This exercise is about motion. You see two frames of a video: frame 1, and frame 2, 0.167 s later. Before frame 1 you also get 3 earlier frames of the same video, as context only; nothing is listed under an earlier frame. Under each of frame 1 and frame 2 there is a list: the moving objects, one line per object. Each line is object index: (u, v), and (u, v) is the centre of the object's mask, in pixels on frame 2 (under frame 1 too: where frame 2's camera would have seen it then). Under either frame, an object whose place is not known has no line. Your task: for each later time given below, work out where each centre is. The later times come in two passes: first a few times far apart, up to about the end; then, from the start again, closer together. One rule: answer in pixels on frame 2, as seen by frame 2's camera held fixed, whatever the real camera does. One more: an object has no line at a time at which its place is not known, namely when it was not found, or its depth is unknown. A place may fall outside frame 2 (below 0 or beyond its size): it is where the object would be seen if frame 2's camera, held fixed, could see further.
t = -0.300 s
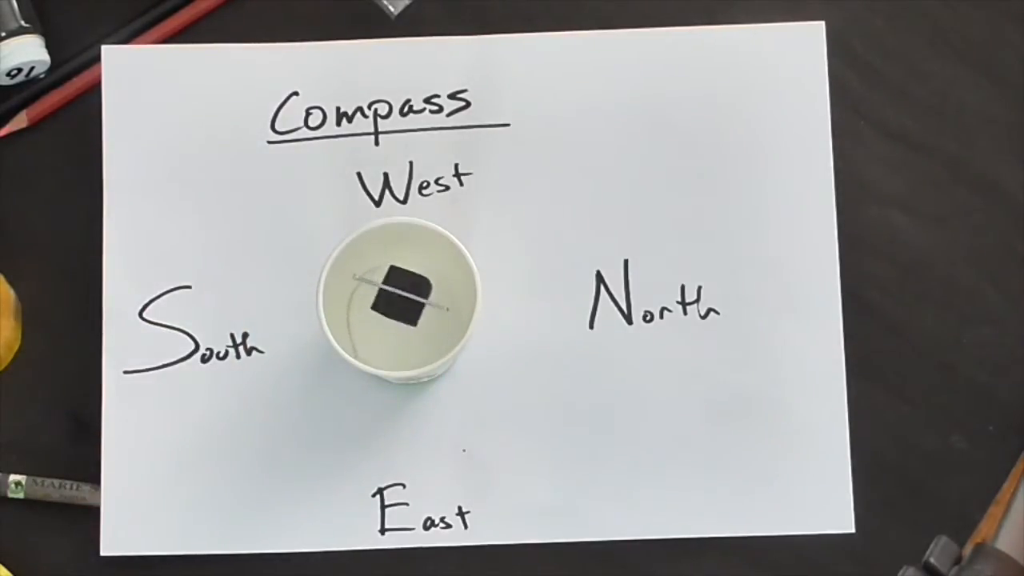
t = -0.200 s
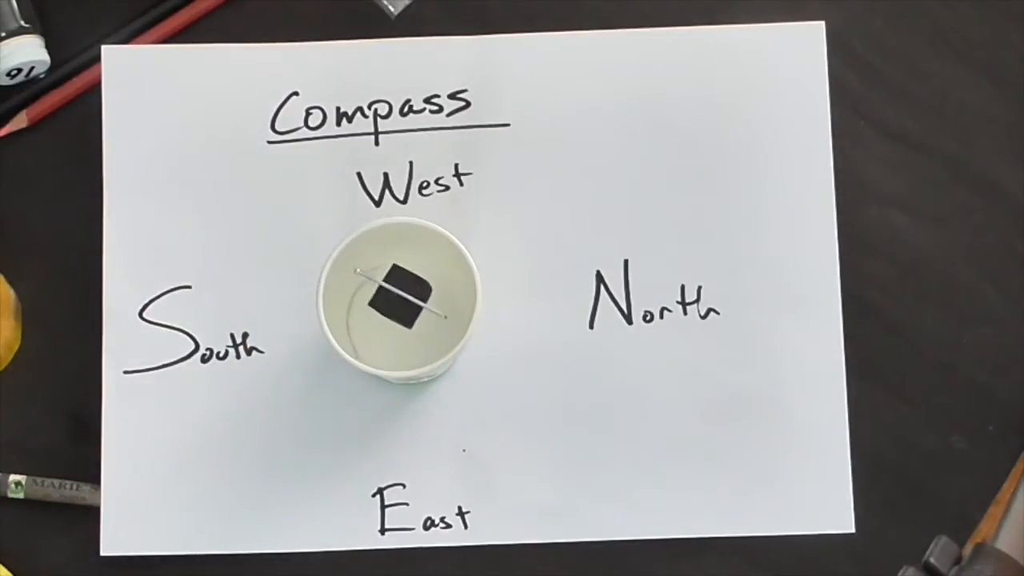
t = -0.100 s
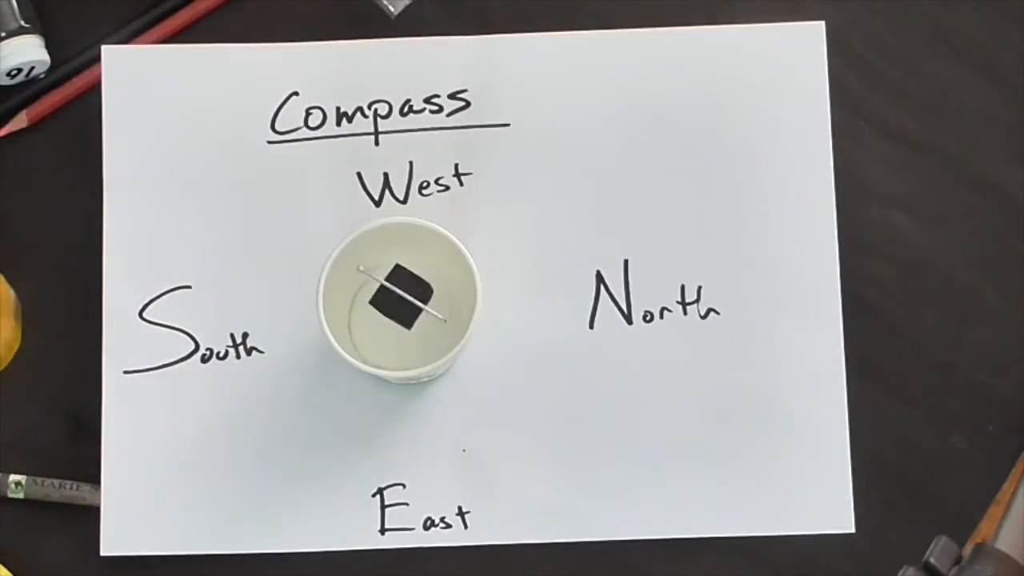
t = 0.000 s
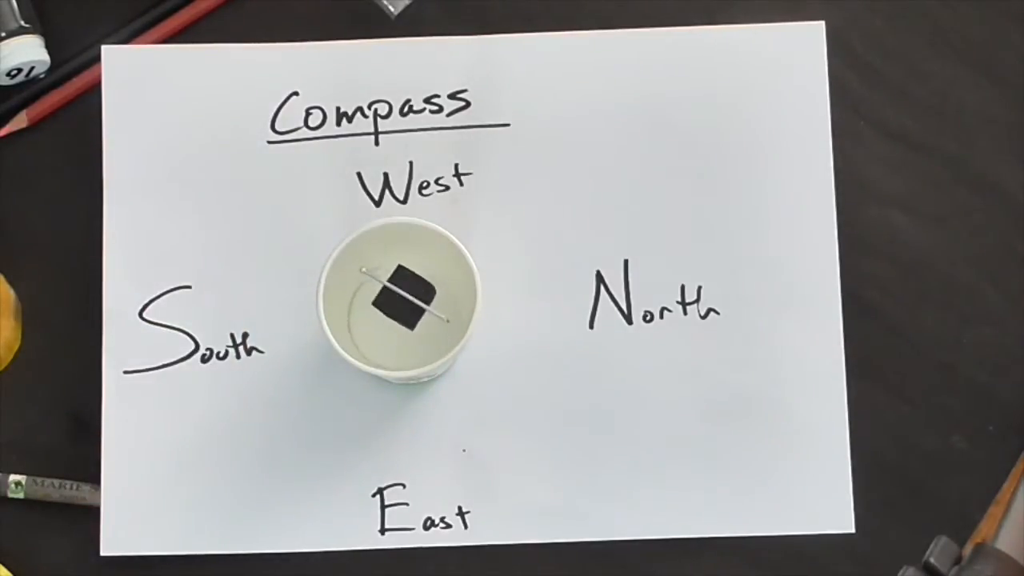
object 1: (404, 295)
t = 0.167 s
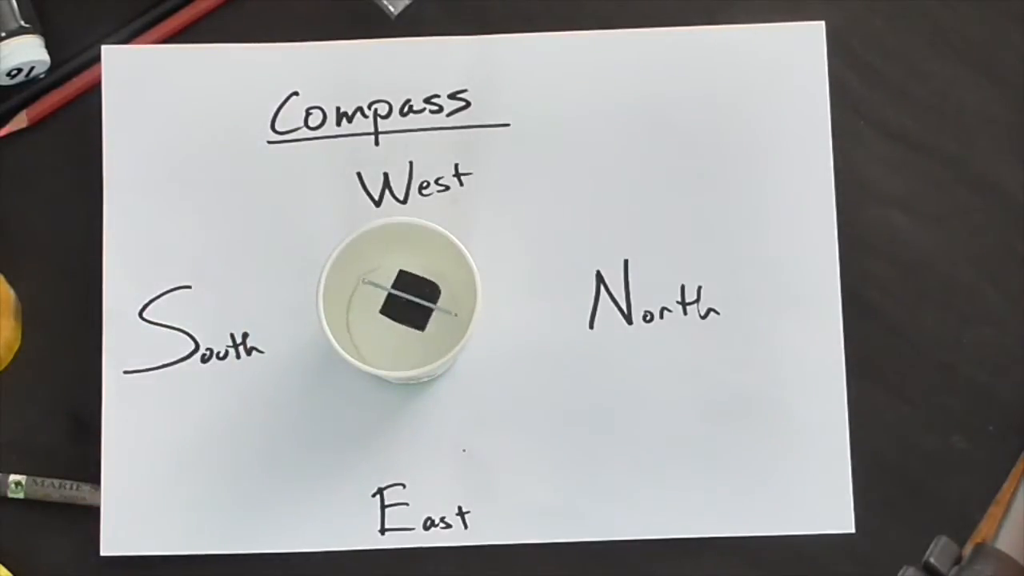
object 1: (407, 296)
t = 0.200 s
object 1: (408, 296)
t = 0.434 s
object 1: (411, 296)
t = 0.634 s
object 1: (411, 297)
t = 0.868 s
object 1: (413, 295)
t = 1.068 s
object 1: (412, 295)
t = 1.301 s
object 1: (413, 294)
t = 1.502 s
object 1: (415, 293)
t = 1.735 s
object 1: (416, 294)
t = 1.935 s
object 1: (418, 295)
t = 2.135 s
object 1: (420, 295)
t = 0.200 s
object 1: (408, 296)
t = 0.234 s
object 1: (403, 295)
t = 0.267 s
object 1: (406, 297)
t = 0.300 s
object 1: (409, 297)
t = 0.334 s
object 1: (408, 295)
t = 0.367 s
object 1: (407, 296)
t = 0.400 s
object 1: (409, 297)
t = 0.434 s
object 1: (411, 296)
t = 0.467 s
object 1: (409, 296)
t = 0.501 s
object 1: (407, 297)
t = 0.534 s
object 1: (411, 296)
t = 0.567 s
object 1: (409, 295)
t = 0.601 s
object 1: (409, 295)
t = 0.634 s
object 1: (411, 297)
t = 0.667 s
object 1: (411, 295)
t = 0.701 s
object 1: (410, 294)
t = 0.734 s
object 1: (412, 295)
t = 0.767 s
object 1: (413, 294)
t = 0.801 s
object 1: (412, 294)
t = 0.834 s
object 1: (411, 295)
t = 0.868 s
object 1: (413, 295)
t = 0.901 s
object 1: (413, 294)
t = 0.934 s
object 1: (412, 294)
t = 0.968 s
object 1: (412, 295)
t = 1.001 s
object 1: (413, 294)
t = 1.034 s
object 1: (413, 293)
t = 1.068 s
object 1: (412, 295)
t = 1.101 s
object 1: (413, 295)
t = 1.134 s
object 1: (413, 293)
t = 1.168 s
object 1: (412, 294)
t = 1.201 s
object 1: (413, 295)
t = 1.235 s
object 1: (414, 293)
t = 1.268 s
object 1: (413, 293)
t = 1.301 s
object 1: (413, 294)
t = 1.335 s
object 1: (414, 294)
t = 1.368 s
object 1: (414, 293)
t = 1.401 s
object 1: (414, 293)
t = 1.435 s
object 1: (414, 294)
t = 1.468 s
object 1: (415, 293)
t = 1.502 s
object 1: (415, 293)
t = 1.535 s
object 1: (414, 295)
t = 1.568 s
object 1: (415, 294)
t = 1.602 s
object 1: (416, 293)
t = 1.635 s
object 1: (415, 294)
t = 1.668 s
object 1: (416, 295)
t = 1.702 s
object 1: (416, 294)
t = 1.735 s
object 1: (416, 294)
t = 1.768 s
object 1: (416, 295)
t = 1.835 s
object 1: (417, 294)
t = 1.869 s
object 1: (417, 295)
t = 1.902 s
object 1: (417, 295)
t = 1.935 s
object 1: (418, 295)
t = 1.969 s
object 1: (418, 295)
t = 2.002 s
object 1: (418, 296)
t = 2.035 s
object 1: (418, 295)
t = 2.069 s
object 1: (419, 294)
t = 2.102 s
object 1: (420, 295)
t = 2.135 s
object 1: (420, 295)
